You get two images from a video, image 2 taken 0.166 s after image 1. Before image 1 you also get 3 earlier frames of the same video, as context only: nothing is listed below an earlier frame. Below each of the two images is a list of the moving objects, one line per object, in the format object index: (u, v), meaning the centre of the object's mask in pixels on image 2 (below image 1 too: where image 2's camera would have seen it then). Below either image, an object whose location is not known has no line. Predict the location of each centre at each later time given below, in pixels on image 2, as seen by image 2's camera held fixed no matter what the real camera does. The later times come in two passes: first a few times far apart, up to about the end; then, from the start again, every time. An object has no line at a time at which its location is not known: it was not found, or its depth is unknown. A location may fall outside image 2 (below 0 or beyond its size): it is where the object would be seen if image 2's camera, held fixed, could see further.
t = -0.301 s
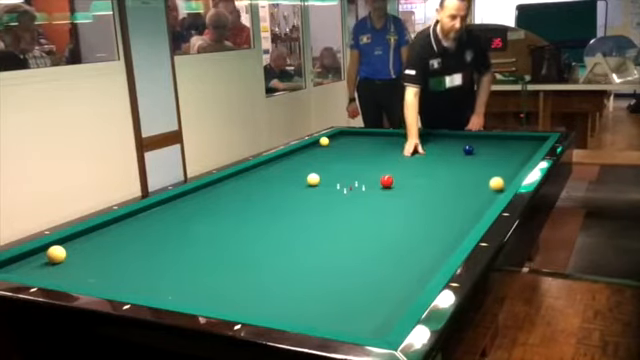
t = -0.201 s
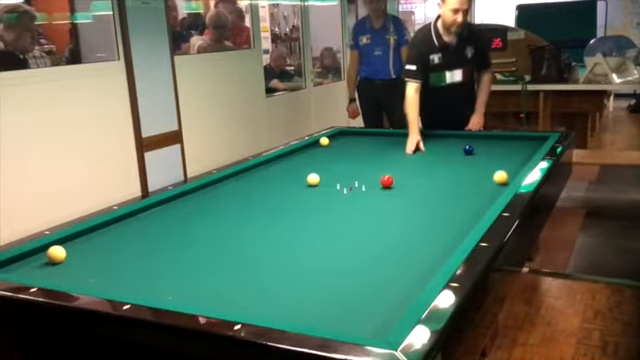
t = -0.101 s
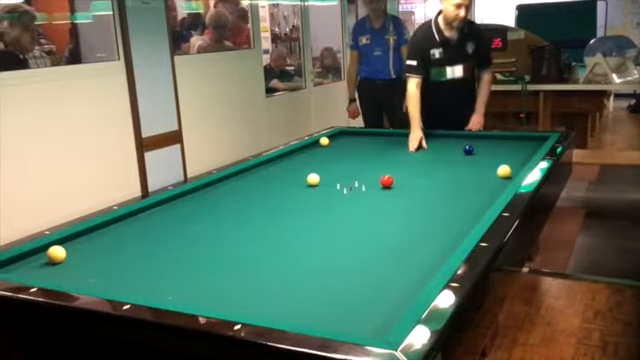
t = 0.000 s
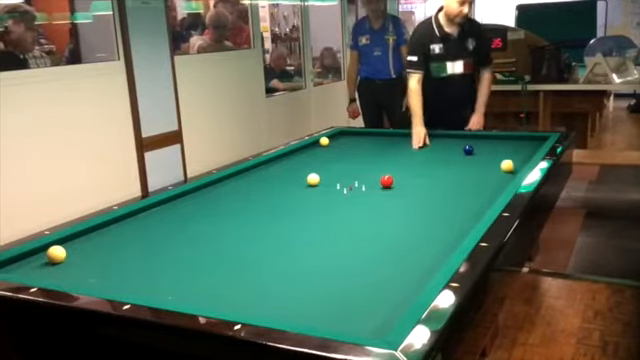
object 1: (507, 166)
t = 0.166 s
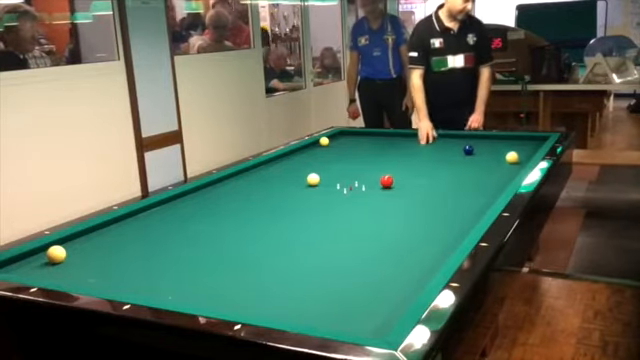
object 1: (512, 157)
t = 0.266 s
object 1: (514, 152)
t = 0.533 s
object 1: (520, 141)
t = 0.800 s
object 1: (516, 140)
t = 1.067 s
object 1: (502, 146)
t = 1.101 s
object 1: (500, 146)
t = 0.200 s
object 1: (513, 156)
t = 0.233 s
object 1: (514, 154)
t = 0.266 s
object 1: (514, 152)
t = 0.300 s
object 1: (515, 151)
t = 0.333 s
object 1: (516, 150)
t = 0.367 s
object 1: (517, 148)
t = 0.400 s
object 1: (518, 147)
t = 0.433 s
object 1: (518, 146)
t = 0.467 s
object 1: (519, 144)
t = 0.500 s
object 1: (520, 143)
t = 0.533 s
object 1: (520, 141)
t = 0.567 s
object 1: (521, 140)
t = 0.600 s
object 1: (522, 139)
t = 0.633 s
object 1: (522, 138)
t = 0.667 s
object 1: (523, 137)
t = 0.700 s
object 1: (522, 137)
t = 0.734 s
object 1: (520, 138)
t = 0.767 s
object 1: (518, 139)
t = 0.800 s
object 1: (516, 140)
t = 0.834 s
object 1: (514, 140)
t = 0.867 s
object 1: (512, 141)
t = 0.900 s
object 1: (511, 142)
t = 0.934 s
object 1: (509, 143)
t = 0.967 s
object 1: (507, 144)
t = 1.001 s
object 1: (505, 144)
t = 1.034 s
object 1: (503, 145)
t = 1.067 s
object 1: (502, 146)
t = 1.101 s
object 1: (500, 146)
